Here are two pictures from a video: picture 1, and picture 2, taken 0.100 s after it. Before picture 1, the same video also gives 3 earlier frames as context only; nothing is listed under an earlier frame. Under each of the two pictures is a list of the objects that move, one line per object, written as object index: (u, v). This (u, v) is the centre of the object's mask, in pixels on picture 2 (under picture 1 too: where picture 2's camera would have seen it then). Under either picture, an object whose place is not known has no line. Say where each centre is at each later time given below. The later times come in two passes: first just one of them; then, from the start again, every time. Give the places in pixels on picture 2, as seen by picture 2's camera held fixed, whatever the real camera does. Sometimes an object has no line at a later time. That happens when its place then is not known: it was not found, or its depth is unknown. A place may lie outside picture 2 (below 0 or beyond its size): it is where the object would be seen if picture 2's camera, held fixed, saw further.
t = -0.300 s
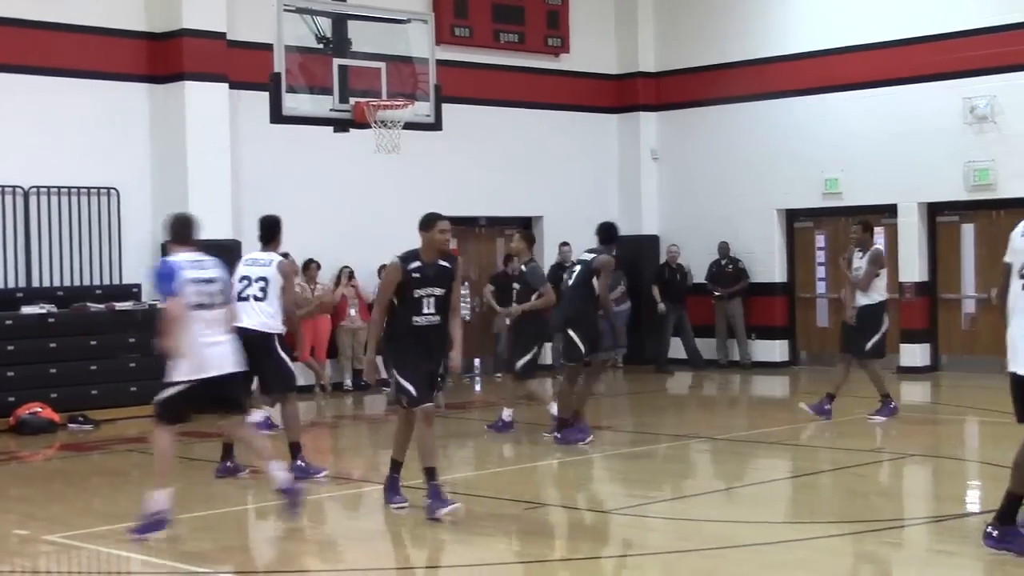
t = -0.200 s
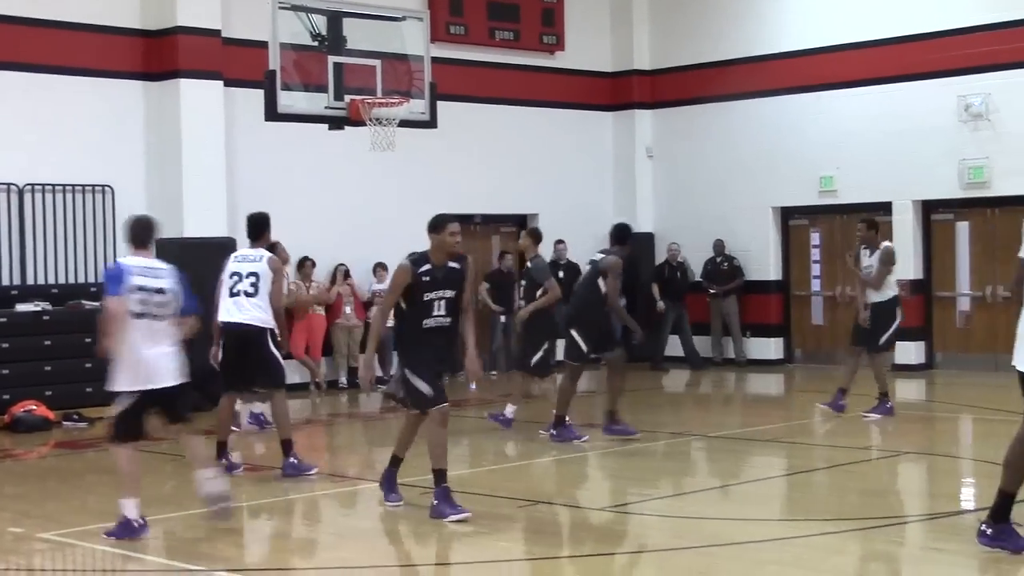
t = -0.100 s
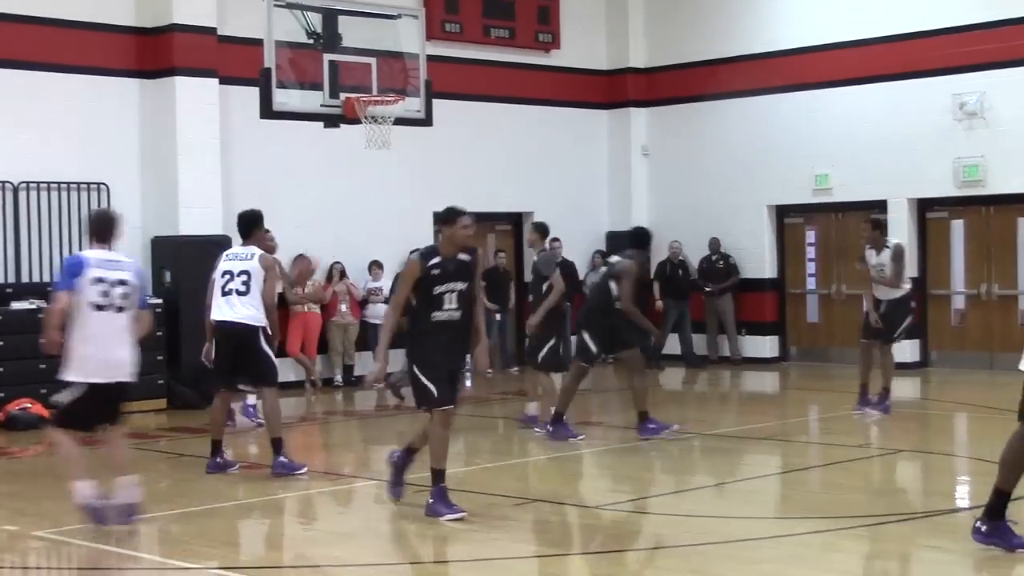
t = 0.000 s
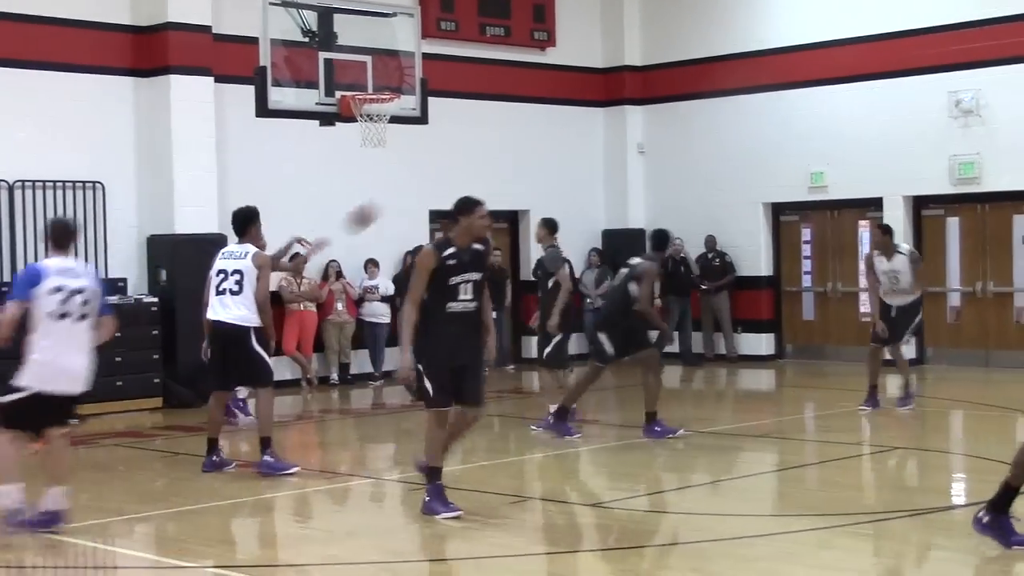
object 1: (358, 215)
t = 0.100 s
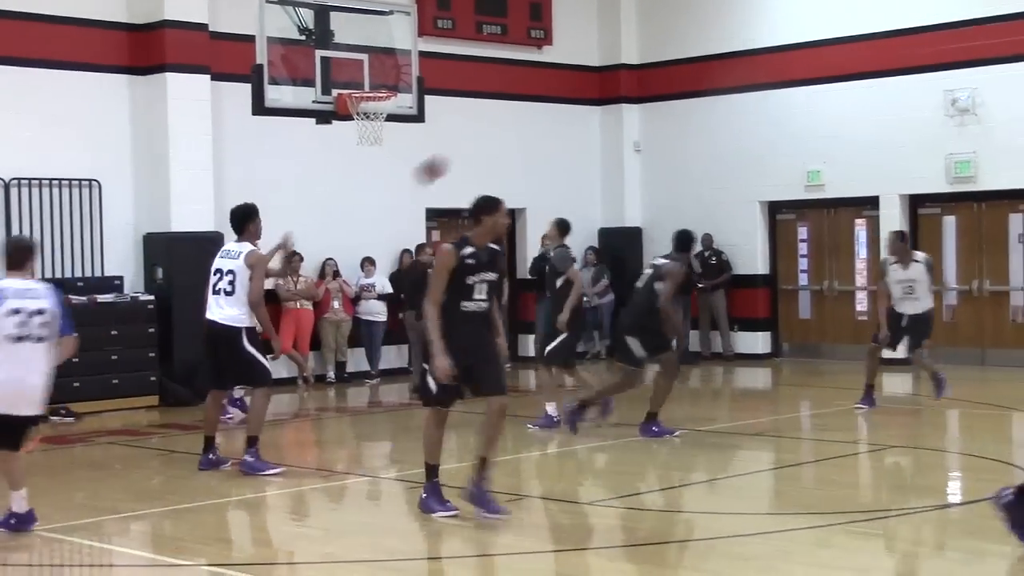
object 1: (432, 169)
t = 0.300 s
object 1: (582, 104)
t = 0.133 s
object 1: (456, 156)
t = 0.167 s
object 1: (481, 144)
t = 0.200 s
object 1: (506, 133)
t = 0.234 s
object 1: (532, 123)
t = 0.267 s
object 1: (557, 114)
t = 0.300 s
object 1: (582, 104)
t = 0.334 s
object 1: (606, 97)
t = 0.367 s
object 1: (630, 93)
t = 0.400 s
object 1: (655, 89)
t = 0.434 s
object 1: (681, 85)
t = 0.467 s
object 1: (706, 83)
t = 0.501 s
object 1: (732, 82)
